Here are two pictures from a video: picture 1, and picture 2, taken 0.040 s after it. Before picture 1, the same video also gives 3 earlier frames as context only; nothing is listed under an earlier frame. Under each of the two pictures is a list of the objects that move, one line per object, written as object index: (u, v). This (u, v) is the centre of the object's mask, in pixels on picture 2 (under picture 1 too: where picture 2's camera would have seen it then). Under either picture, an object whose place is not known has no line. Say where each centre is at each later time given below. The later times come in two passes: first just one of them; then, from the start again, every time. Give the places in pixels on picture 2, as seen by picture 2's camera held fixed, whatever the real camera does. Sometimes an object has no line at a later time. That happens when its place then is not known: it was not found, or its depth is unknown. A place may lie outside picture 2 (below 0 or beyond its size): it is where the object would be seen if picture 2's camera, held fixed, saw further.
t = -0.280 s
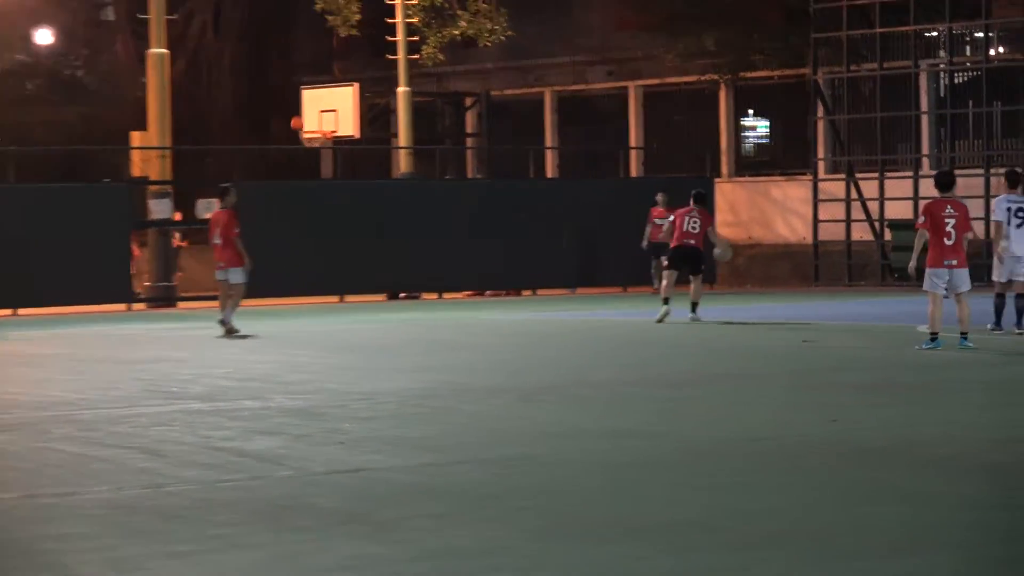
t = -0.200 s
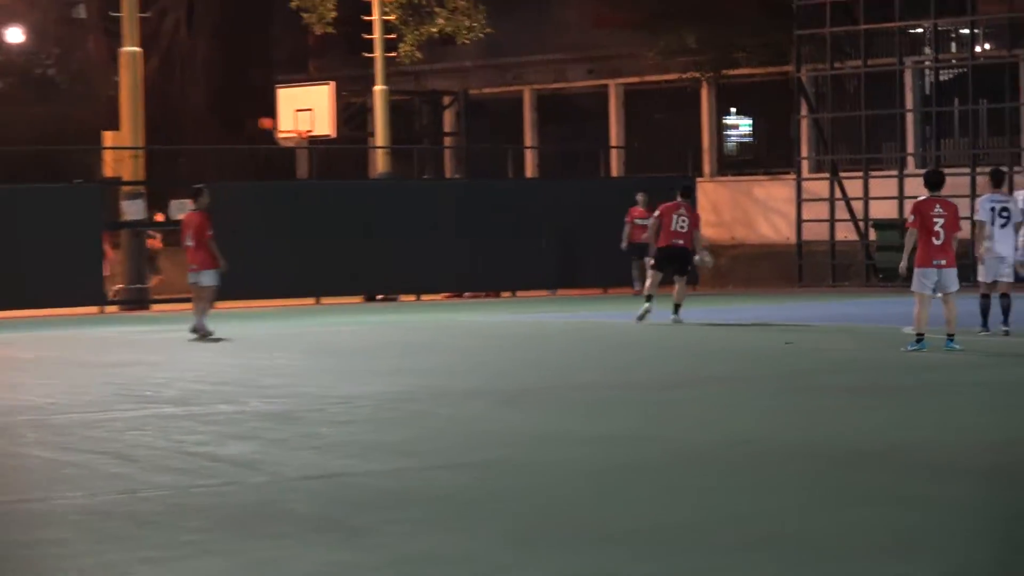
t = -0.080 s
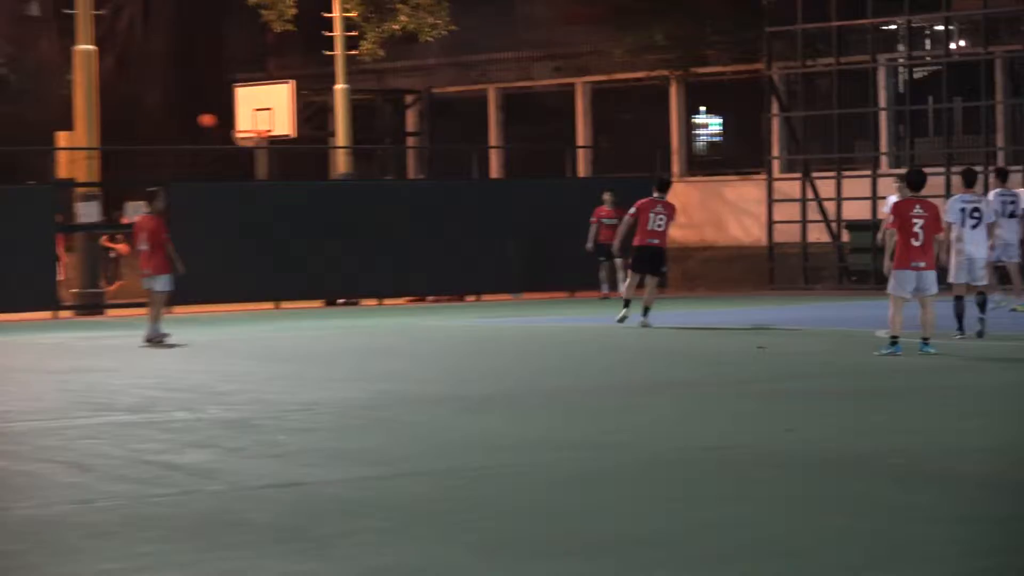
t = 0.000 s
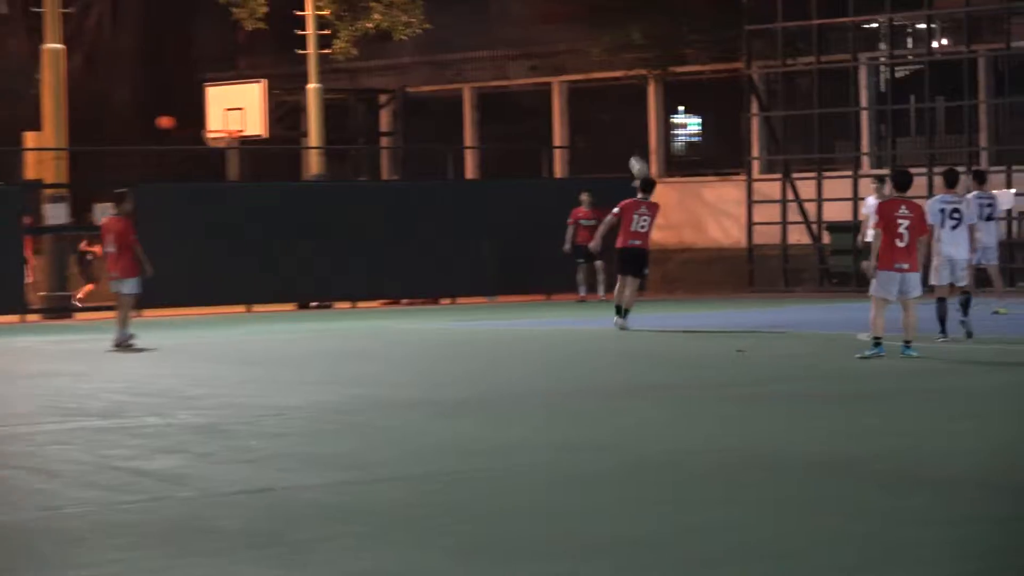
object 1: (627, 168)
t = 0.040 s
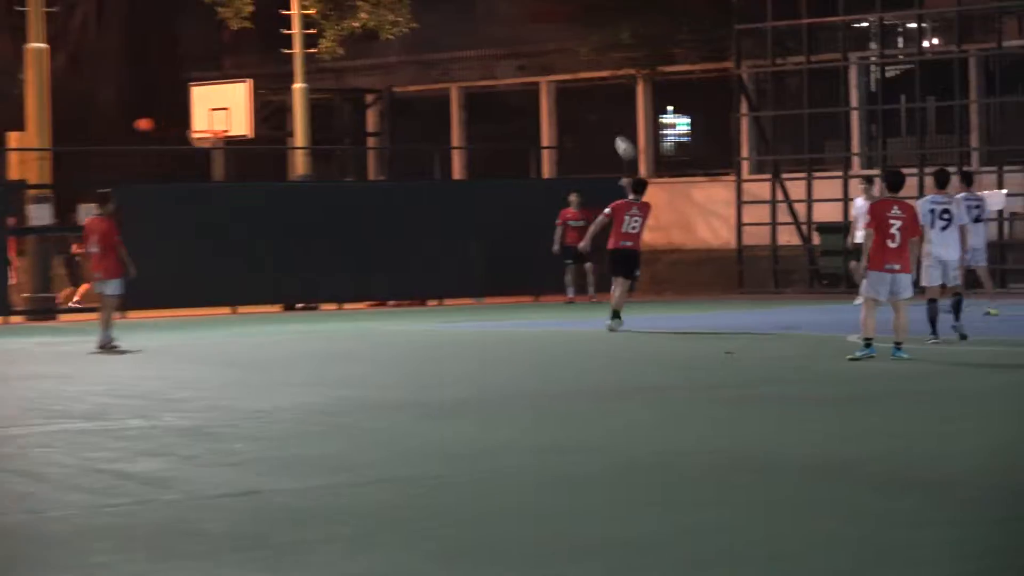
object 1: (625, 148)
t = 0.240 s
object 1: (612, 70)
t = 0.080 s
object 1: (623, 129)
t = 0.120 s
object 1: (620, 112)
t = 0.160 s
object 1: (617, 96)
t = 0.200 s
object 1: (614, 82)
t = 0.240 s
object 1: (612, 70)
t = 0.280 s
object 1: (609, 59)
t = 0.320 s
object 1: (606, 49)
